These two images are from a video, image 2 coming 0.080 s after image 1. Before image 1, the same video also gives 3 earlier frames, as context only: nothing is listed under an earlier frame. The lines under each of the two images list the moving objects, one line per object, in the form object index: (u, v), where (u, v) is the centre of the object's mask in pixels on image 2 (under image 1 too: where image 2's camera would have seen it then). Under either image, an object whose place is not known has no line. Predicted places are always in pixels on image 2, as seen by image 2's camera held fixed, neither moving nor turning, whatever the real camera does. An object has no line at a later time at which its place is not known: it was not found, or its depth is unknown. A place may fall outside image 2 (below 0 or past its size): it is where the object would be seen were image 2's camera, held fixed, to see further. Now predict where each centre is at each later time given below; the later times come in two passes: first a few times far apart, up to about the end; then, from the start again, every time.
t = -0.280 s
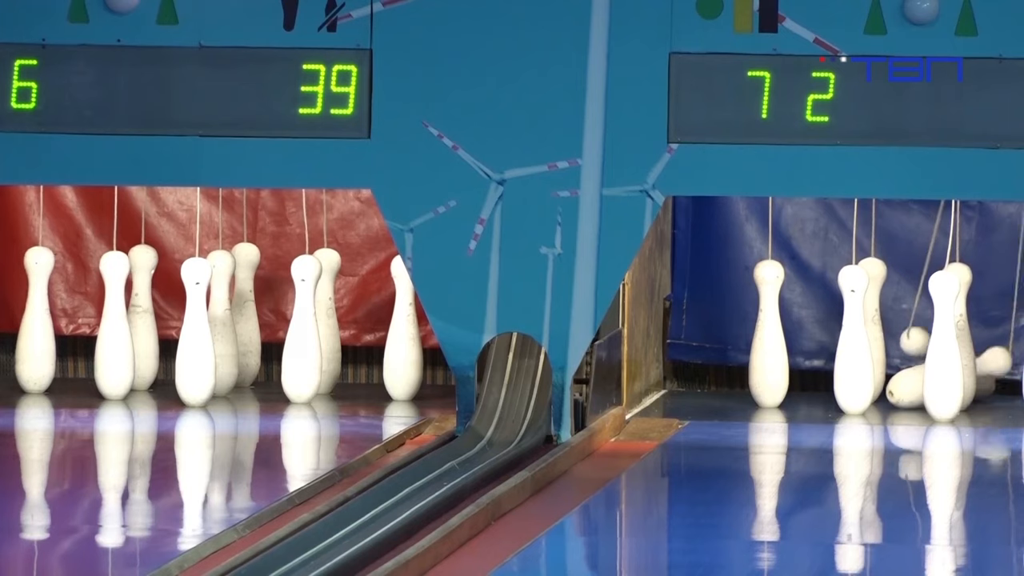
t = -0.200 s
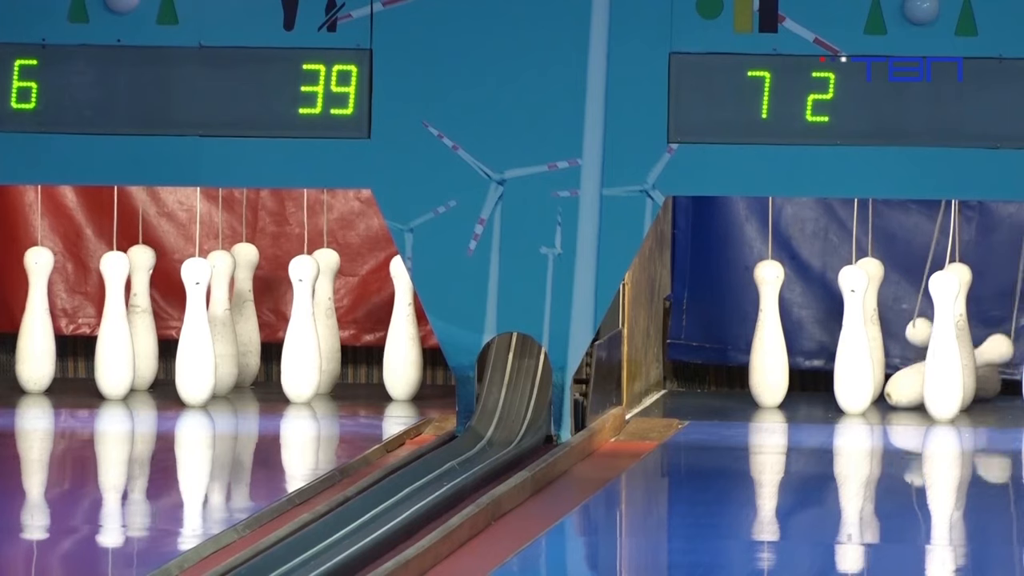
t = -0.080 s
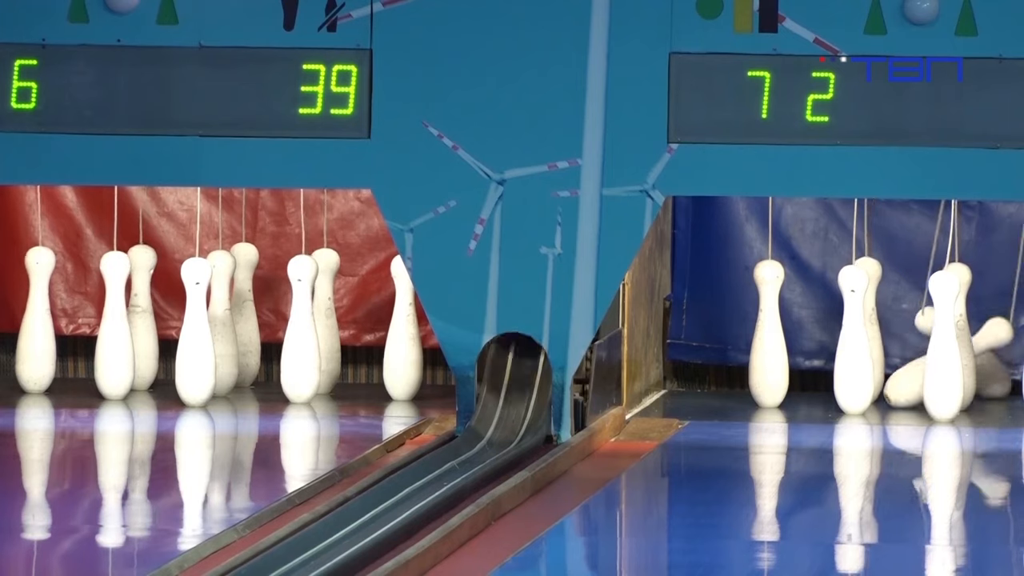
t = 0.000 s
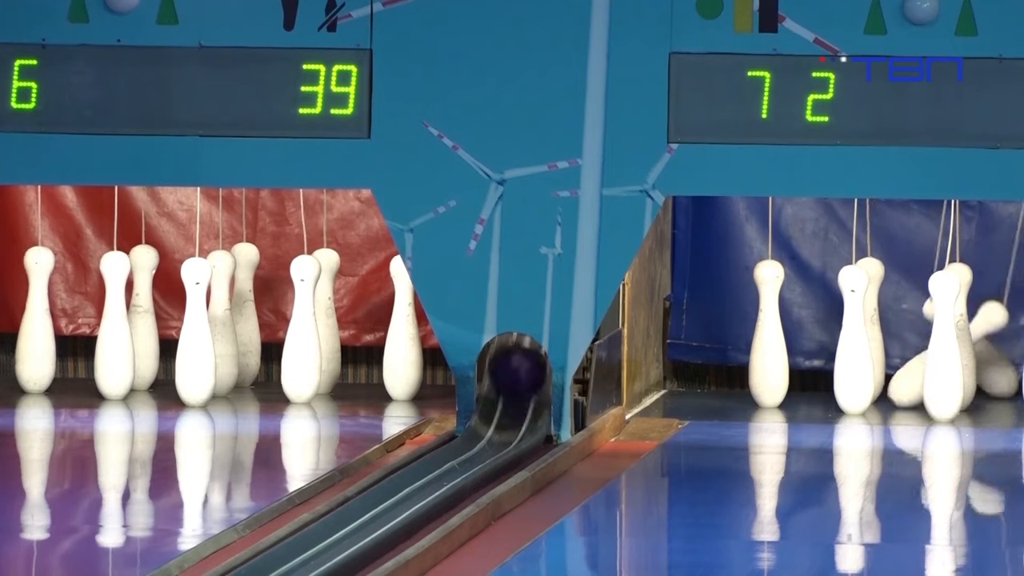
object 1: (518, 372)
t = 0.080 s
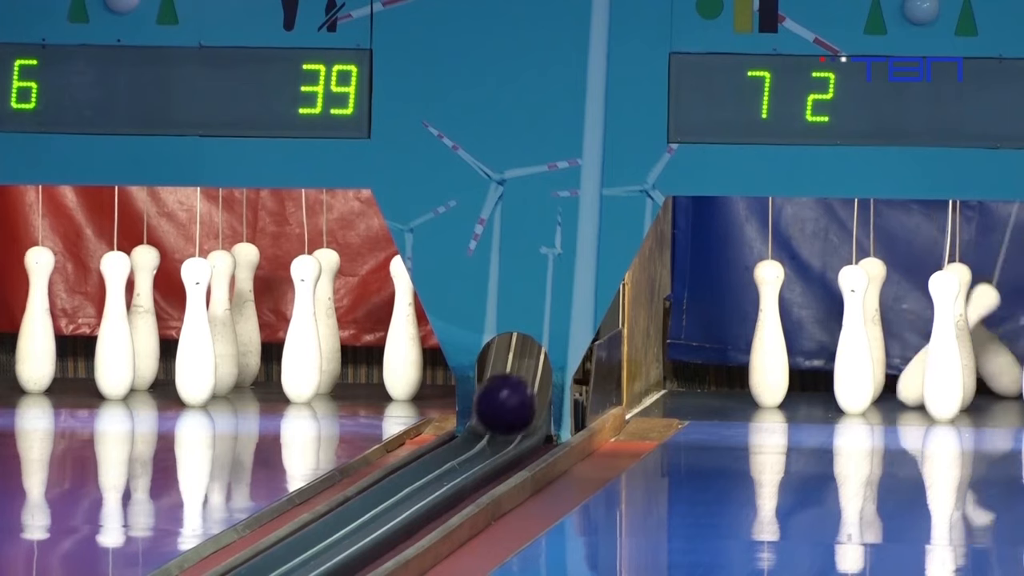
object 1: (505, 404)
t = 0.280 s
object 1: (473, 431)
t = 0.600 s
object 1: (417, 464)
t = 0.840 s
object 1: (370, 492)
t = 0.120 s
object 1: (499, 414)
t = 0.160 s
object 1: (493, 419)
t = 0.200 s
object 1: (486, 424)
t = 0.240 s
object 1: (479, 427)
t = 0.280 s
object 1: (473, 431)
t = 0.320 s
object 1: (466, 434)
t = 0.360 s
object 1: (459, 439)
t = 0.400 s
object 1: (452, 443)
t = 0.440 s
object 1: (445, 447)
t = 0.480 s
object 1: (437, 451)
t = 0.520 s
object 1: (430, 455)
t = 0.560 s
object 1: (424, 459)
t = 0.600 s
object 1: (417, 464)
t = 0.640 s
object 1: (408, 469)
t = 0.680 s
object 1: (401, 473)
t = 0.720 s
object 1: (394, 478)
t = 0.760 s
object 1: (386, 483)
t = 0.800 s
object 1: (379, 488)
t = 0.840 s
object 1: (370, 492)
